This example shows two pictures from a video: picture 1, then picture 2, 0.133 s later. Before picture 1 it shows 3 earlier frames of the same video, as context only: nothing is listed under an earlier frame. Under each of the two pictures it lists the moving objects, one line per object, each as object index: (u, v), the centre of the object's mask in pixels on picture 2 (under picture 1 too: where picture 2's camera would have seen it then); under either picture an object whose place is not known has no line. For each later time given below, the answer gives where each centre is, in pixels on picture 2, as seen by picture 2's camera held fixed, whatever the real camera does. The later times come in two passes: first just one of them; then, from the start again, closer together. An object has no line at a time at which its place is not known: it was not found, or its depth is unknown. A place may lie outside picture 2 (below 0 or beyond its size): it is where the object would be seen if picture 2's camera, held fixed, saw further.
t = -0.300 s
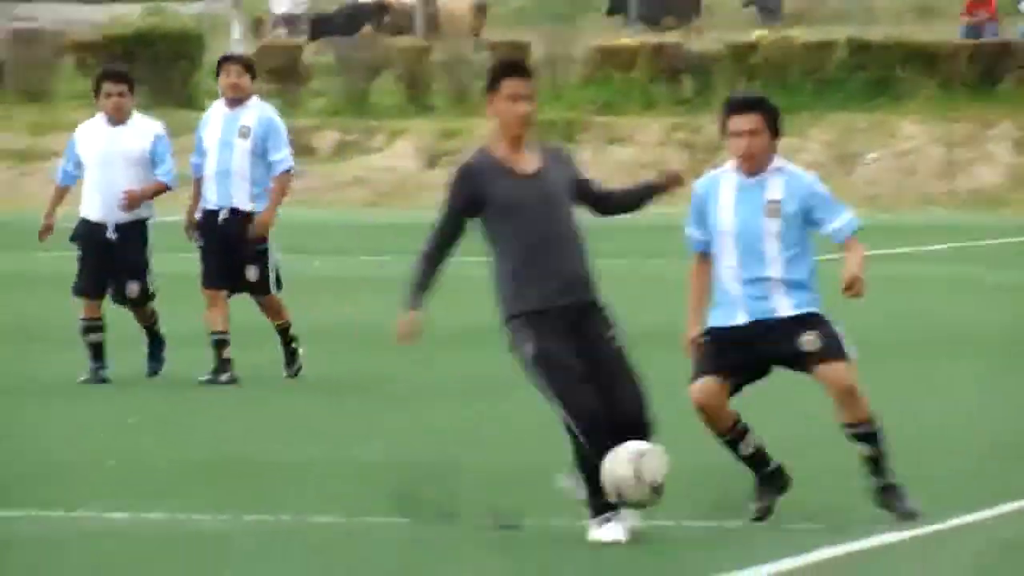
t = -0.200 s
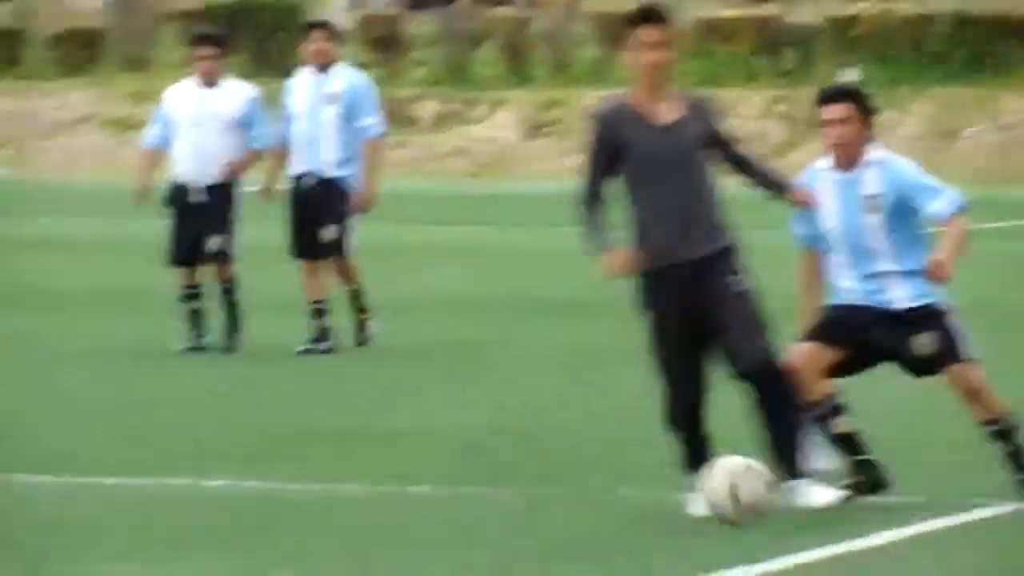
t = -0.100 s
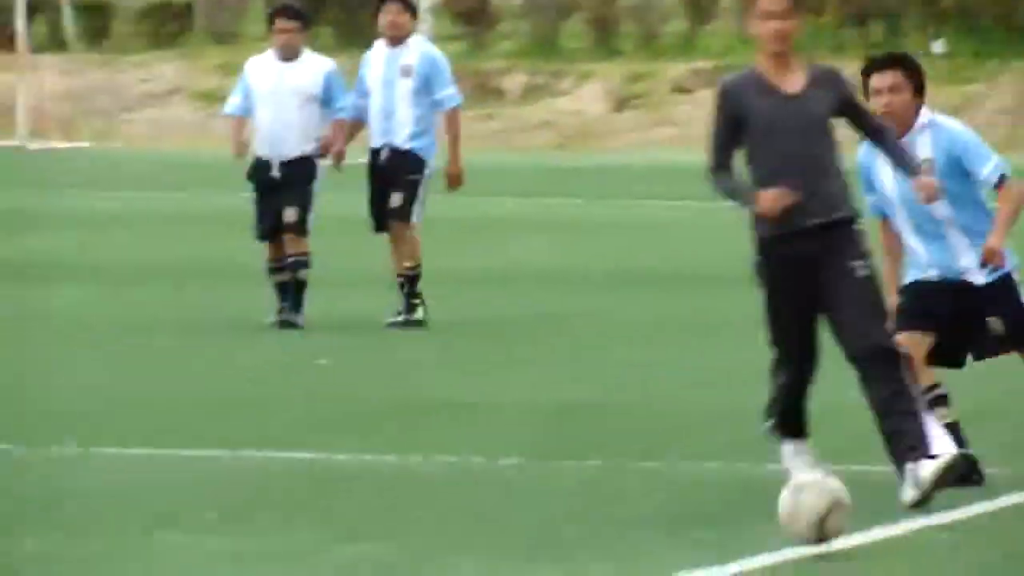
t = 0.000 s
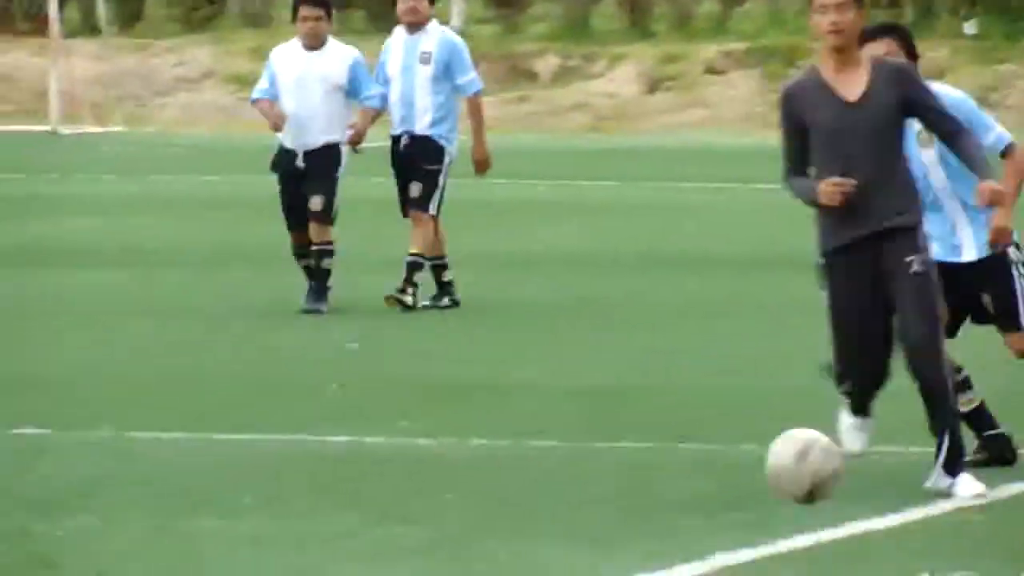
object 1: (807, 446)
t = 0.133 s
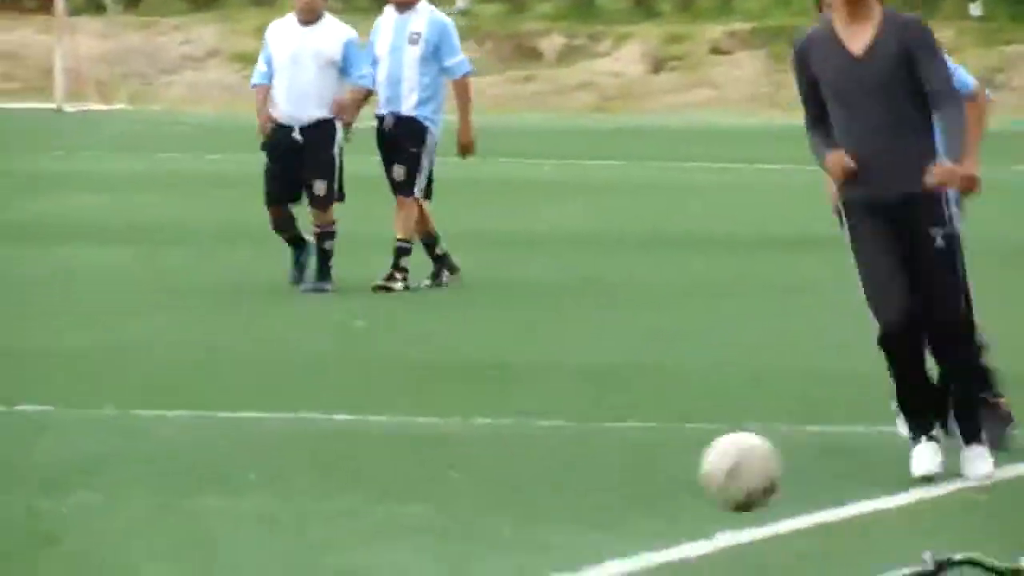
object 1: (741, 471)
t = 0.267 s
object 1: (663, 545)
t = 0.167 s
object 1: (723, 487)
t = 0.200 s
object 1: (703, 510)
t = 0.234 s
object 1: (684, 538)
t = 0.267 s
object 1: (663, 545)
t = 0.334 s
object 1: (622, 524)
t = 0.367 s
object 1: (603, 520)
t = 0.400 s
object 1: (581, 521)
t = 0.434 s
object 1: (559, 525)
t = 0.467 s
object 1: (536, 535)
